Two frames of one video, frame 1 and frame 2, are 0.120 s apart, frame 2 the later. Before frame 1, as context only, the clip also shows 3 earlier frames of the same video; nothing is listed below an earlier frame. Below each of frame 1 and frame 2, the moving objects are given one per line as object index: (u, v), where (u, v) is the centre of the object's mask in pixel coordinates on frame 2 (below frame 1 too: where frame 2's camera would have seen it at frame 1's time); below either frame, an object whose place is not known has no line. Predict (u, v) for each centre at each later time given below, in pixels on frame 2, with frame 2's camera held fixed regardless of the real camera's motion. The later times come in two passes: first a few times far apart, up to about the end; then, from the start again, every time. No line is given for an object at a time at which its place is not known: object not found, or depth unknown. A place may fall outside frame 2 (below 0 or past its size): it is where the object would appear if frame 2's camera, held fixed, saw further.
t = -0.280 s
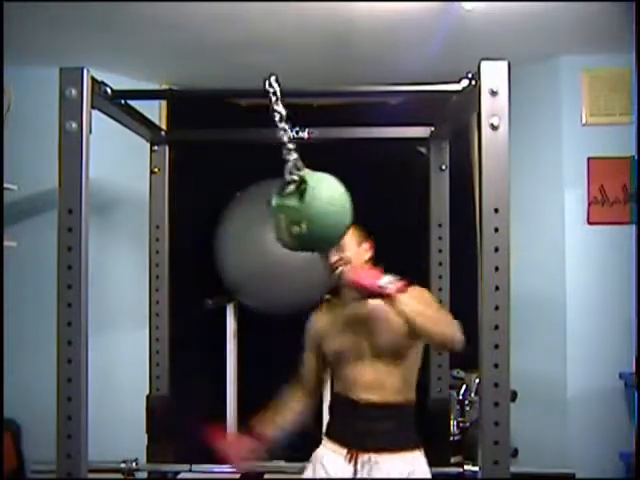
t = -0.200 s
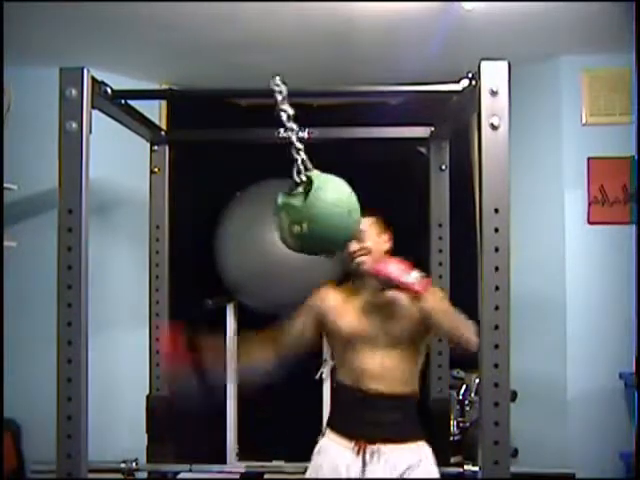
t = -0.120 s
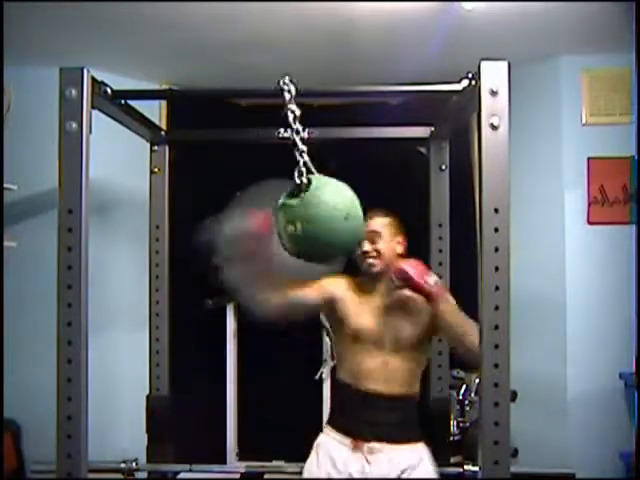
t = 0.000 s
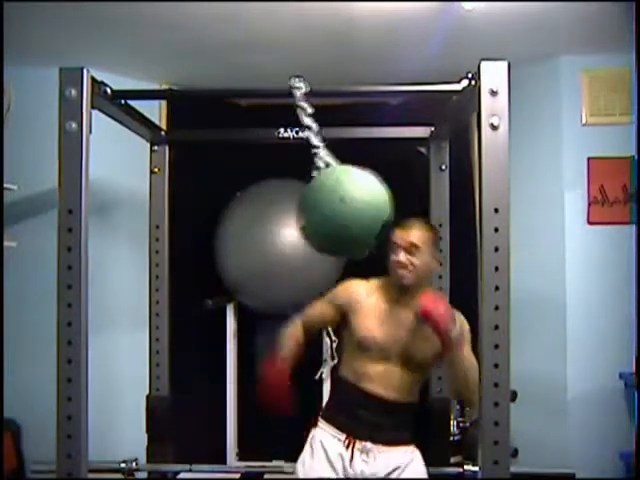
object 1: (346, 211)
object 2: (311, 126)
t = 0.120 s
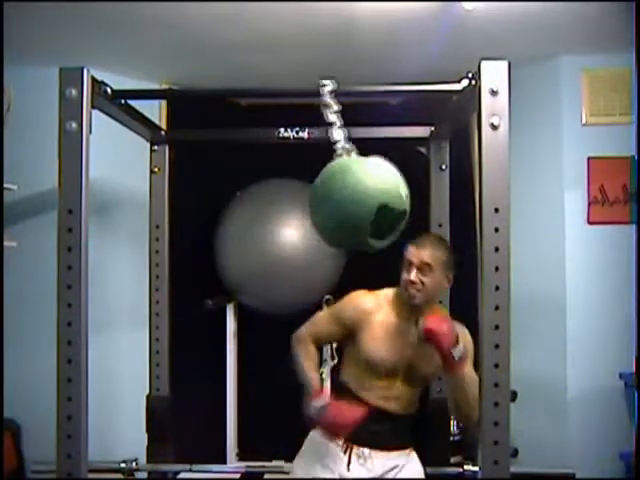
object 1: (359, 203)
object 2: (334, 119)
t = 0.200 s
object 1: (361, 198)
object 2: (346, 113)
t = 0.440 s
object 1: (344, 212)
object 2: (340, 121)
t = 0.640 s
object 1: (333, 221)
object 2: (340, 129)
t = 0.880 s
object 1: (332, 210)
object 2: (338, 126)
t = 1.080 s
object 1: (340, 219)
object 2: (341, 128)
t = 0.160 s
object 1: (361, 199)
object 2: (341, 114)
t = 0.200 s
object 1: (361, 198)
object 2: (346, 113)
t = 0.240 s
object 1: (360, 197)
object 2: (347, 114)
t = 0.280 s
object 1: (358, 198)
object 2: (347, 113)
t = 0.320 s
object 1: (355, 200)
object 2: (346, 114)
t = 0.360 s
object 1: (349, 204)
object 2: (344, 117)
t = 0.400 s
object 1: (348, 208)
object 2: (343, 119)
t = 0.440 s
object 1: (344, 212)
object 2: (340, 121)
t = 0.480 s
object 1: (341, 217)
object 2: (338, 126)
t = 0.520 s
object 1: (339, 220)
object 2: (337, 128)
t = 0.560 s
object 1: (337, 220)
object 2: (336, 134)
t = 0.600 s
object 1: (335, 221)
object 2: (336, 136)
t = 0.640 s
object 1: (333, 221)
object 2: (340, 129)
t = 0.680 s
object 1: (332, 219)
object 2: (340, 129)
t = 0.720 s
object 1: (331, 216)
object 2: (339, 128)
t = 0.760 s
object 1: (331, 214)
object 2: (338, 127)
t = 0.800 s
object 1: (331, 211)
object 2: (337, 127)
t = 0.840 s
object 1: (331, 211)
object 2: (337, 126)
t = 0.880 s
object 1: (332, 210)
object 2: (338, 126)
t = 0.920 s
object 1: (334, 211)
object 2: (339, 126)
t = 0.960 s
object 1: (335, 212)
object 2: (340, 126)
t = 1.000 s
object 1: (337, 214)
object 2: (340, 128)
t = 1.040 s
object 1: (338, 216)
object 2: (341, 127)
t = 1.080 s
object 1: (340, 219)
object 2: (341, 128)
